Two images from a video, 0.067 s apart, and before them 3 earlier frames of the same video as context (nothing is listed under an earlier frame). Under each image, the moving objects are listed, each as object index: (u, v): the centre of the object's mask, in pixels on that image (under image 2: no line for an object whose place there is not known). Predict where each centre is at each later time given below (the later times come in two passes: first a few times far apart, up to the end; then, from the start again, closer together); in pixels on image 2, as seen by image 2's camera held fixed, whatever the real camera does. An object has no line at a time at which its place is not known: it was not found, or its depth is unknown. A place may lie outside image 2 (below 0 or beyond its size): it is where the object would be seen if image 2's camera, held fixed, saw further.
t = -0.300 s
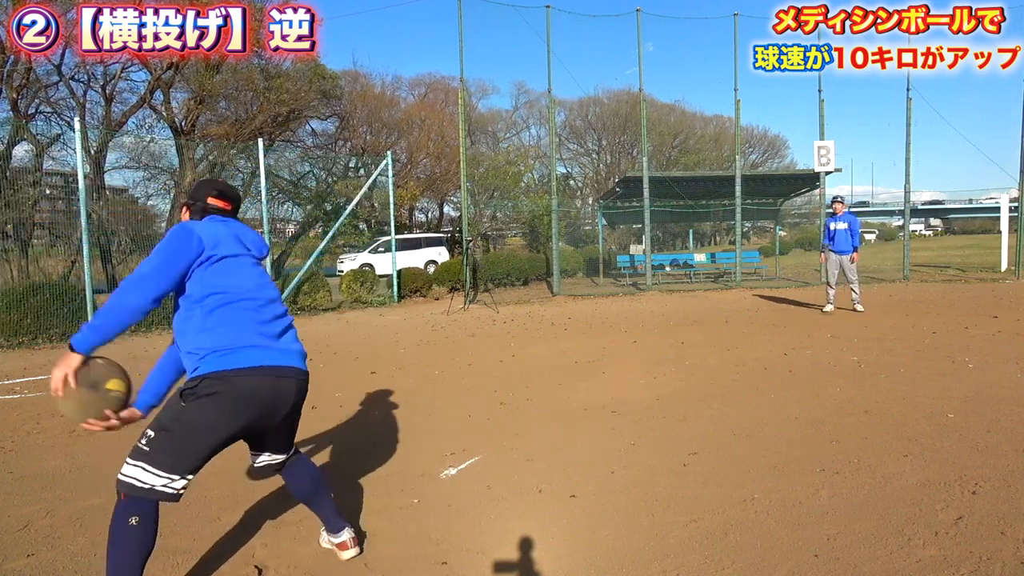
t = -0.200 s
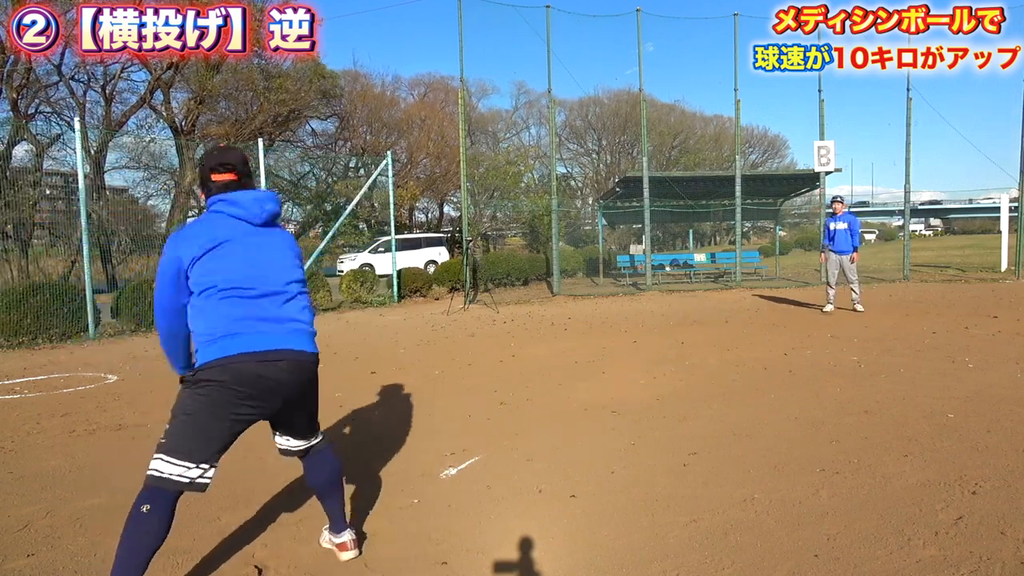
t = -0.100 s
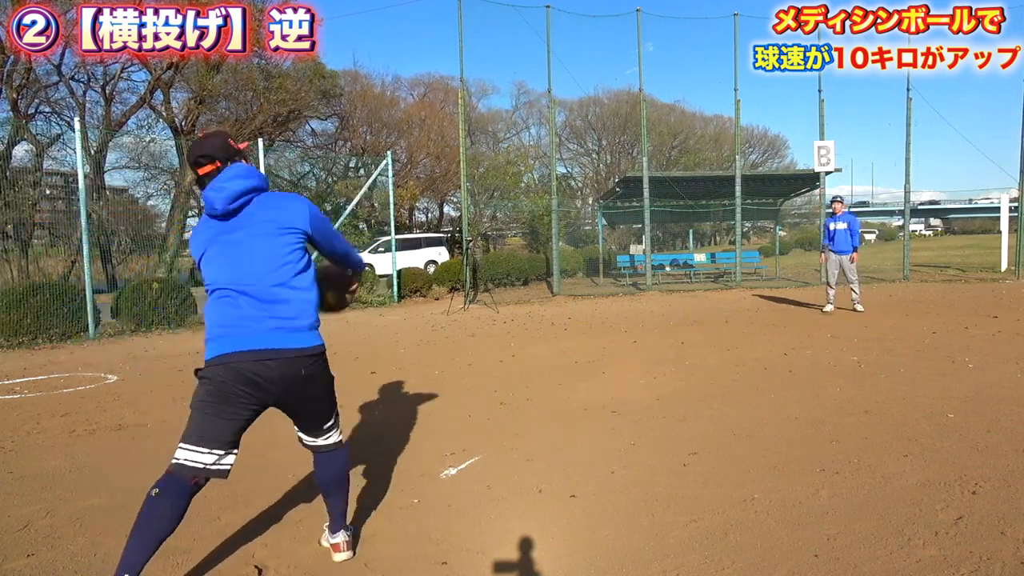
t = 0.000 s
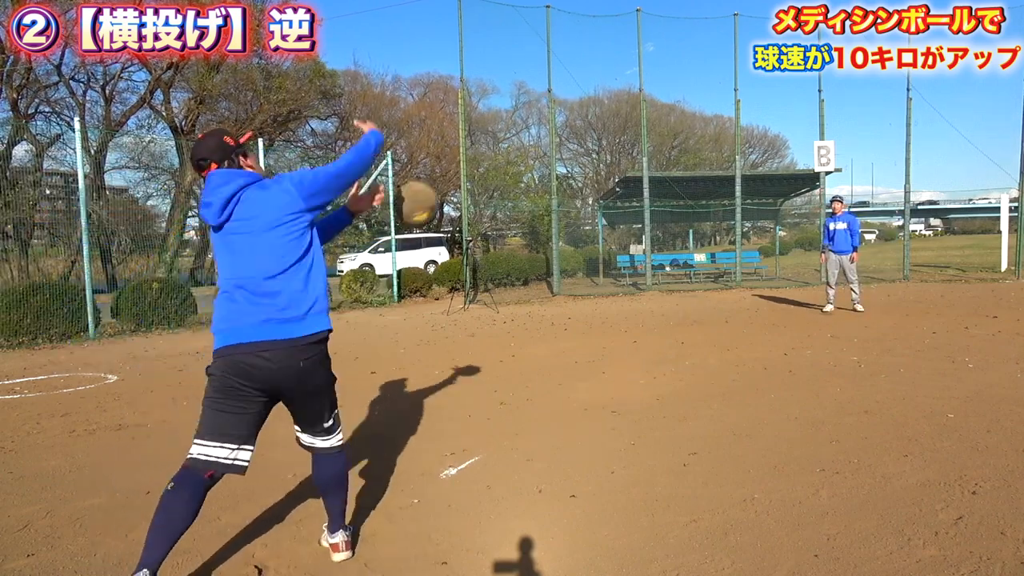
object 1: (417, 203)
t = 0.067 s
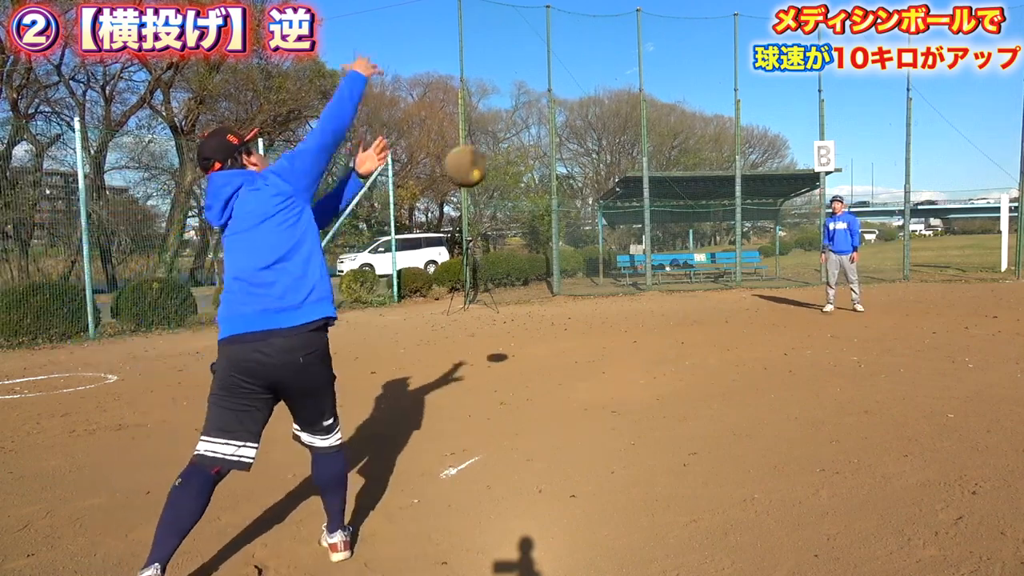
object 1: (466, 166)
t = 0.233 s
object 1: (573, 114)
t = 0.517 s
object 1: (705, 136)
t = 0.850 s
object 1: (814, 264)
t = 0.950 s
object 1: (839, 315)
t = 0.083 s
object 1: (478, 158)
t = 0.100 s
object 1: (489, 151)
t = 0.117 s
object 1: (501, 145)
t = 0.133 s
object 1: (512, 139)
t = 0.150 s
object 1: (523, 133)
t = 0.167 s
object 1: (532, 128)
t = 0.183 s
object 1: (544, 124)
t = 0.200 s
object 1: (554, 120)
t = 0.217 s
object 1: (563, 117)
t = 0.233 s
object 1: (573, 114)
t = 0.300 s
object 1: (609, 108)
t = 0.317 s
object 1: (618, 107)
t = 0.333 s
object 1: (626, 107)
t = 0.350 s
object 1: (633, 108)
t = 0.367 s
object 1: (641, 109)
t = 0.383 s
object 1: (647, 109)
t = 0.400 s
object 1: (656, 112)
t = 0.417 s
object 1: (664, 115)
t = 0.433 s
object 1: (672, 118)
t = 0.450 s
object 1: (678, 120)
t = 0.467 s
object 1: (686, 124)
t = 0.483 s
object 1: (693, 127)
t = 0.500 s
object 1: (700, 132)
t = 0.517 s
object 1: (705, 136)
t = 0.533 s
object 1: (712, 141)
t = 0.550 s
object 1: (720, 143)
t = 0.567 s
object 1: (726, 148)
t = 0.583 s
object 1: (730, 152)
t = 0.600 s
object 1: (738, 158)
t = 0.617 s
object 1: (743, 163)
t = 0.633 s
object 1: (749, 169)
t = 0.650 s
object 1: (755, 176)
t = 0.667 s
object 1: (761, 181)
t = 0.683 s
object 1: (766, 188)
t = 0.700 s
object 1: (772, 194)
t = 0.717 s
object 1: (777, 202)
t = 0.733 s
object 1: (781, 209)
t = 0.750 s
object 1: (786, 217)
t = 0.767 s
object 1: (790, 223)
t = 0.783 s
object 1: (795, 231)
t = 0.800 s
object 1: (800, 239)
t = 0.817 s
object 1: (804, 244)
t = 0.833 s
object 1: (809, 255)
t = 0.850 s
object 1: (814, 264)
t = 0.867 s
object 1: (819, 272)
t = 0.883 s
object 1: (821, 281)
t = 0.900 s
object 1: (826, 292)
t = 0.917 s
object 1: (833, 297)
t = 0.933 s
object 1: (835, 308)
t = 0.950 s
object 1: (839, 315)
